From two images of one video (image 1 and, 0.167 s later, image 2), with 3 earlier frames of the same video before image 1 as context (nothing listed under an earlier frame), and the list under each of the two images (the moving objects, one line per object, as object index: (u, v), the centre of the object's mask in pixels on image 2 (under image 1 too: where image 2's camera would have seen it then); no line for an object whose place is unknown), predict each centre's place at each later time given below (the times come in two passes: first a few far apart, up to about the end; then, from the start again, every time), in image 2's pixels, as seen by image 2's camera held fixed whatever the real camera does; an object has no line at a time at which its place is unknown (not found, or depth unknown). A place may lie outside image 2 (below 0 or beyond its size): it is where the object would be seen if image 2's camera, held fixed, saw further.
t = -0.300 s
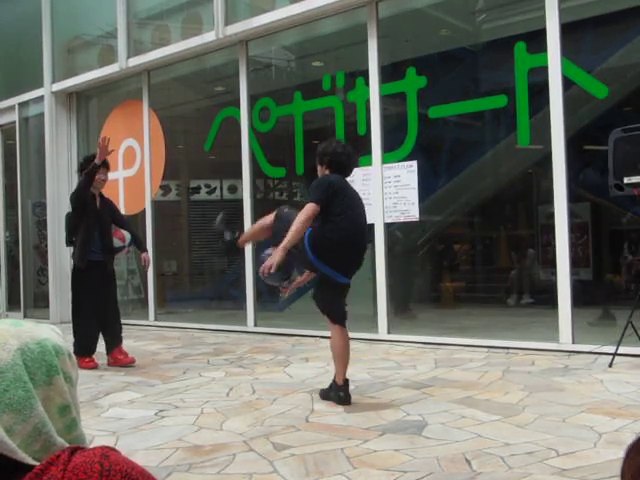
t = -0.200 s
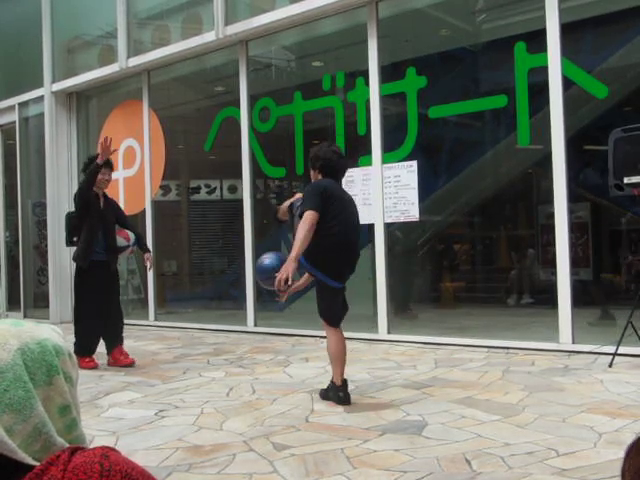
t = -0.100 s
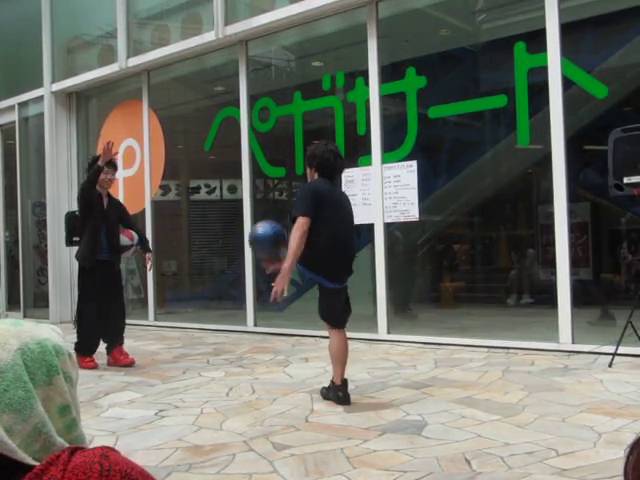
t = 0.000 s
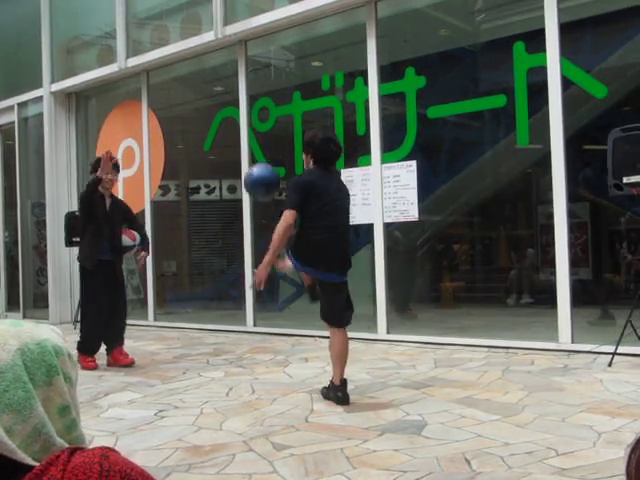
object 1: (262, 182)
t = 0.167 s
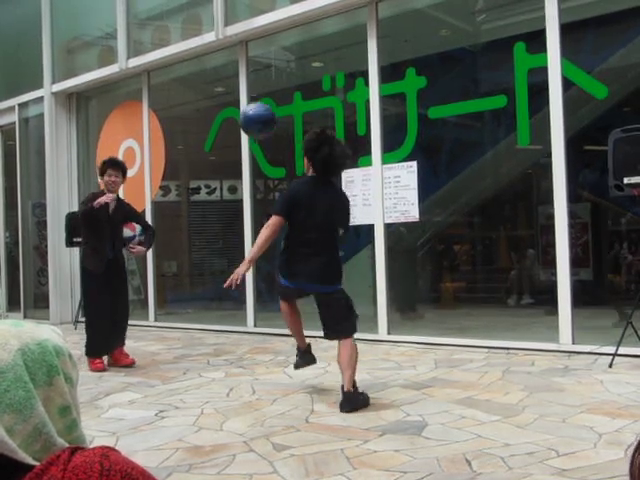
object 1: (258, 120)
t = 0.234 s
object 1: (257, 107)
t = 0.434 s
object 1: (253, 107)
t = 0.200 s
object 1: (257, 113)
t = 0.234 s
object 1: (257, 107)
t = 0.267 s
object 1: (256, 103)
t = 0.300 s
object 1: (255, 101)
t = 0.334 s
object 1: (254, 100)
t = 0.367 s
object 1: (254, 101)
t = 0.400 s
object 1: (254, 104)
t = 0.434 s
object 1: (253, 107)
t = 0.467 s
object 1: (252, 113)
